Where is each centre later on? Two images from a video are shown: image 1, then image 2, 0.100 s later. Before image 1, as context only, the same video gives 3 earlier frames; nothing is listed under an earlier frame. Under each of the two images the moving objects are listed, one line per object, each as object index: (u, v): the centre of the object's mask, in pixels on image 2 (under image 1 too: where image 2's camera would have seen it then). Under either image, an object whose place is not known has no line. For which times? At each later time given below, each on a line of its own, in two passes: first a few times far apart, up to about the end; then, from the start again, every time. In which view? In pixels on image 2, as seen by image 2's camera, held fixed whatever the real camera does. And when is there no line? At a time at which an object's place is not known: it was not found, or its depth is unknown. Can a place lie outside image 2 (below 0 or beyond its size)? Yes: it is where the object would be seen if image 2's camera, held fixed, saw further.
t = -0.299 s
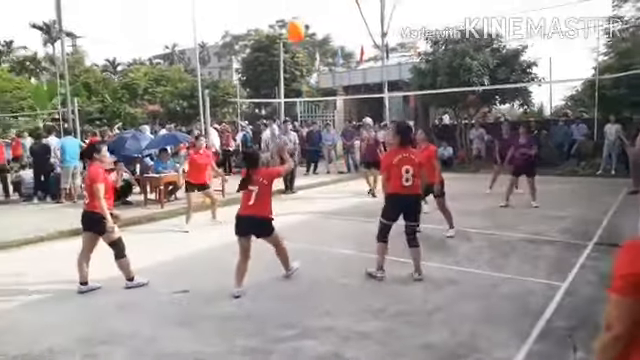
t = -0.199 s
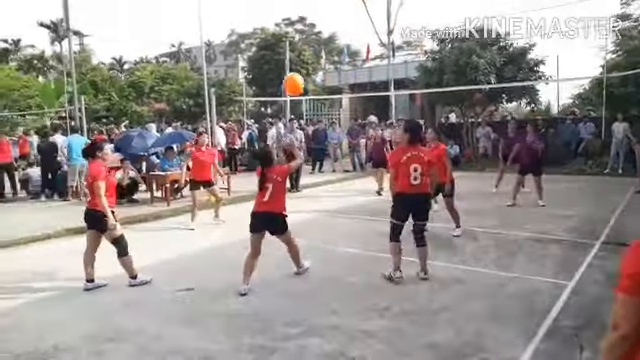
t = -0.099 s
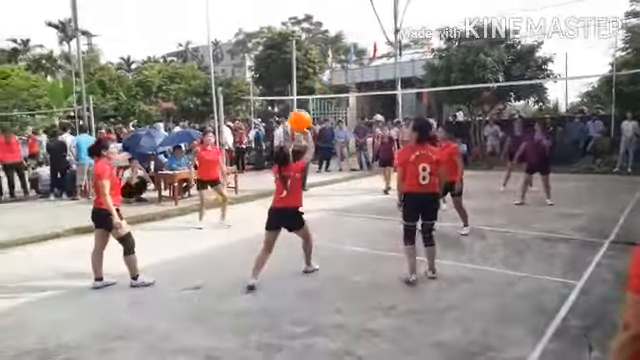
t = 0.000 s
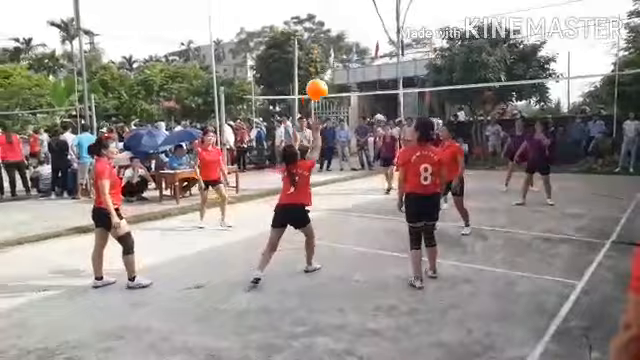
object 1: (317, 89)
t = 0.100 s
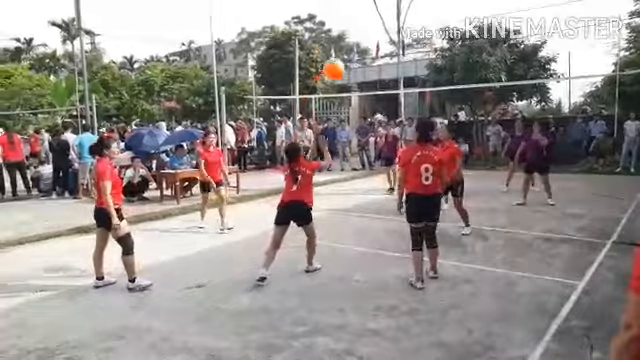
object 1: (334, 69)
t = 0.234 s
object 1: (354, 55)
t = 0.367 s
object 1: (374, 58)
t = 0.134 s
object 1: (339, 64)
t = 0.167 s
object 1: (344, 60)
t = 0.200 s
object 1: (349, 57)
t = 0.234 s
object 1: (354, 55)
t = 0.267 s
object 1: (359, 55)
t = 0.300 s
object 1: (364, 55)
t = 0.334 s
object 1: (369, 57)
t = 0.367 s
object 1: (374, 58)
